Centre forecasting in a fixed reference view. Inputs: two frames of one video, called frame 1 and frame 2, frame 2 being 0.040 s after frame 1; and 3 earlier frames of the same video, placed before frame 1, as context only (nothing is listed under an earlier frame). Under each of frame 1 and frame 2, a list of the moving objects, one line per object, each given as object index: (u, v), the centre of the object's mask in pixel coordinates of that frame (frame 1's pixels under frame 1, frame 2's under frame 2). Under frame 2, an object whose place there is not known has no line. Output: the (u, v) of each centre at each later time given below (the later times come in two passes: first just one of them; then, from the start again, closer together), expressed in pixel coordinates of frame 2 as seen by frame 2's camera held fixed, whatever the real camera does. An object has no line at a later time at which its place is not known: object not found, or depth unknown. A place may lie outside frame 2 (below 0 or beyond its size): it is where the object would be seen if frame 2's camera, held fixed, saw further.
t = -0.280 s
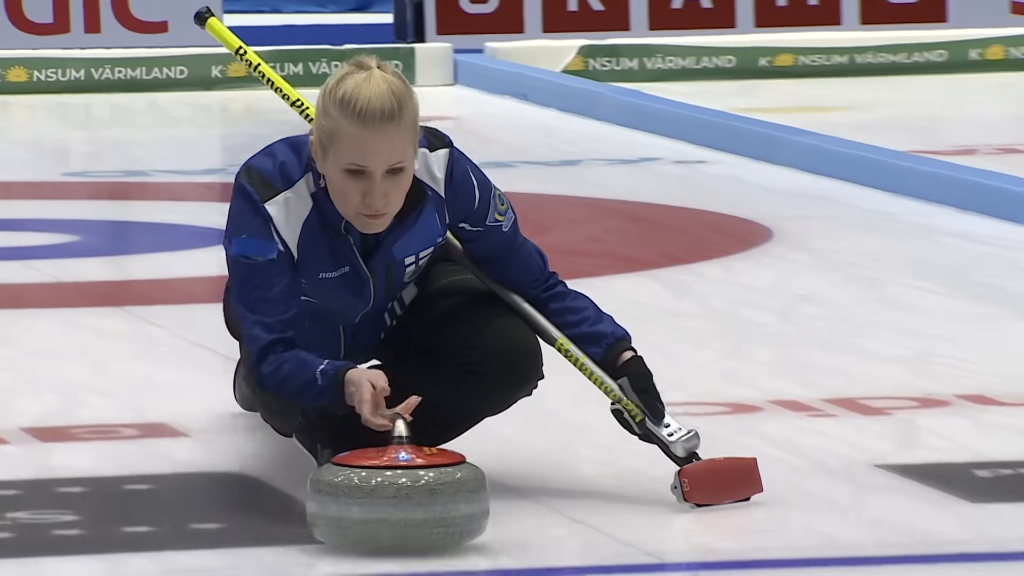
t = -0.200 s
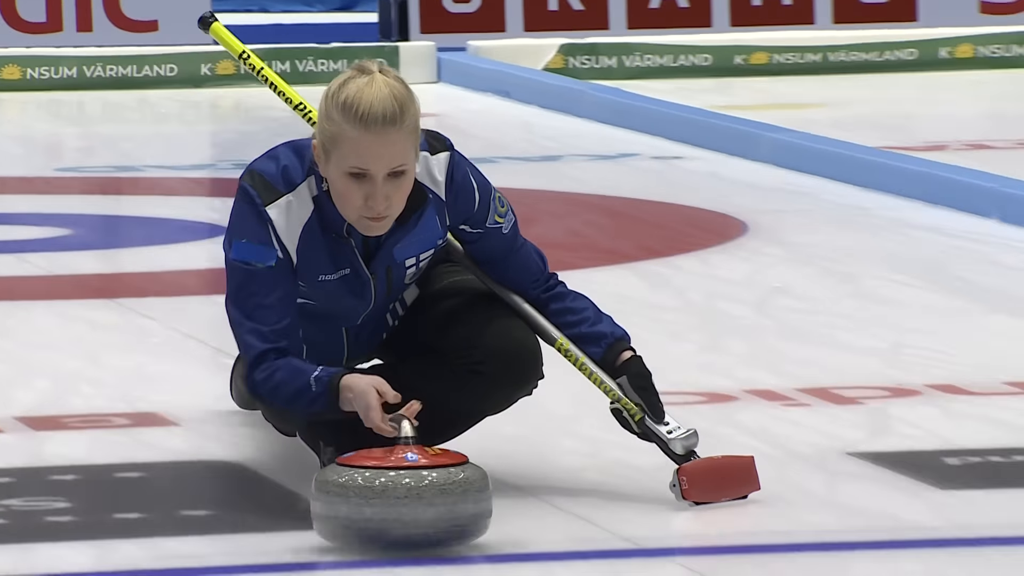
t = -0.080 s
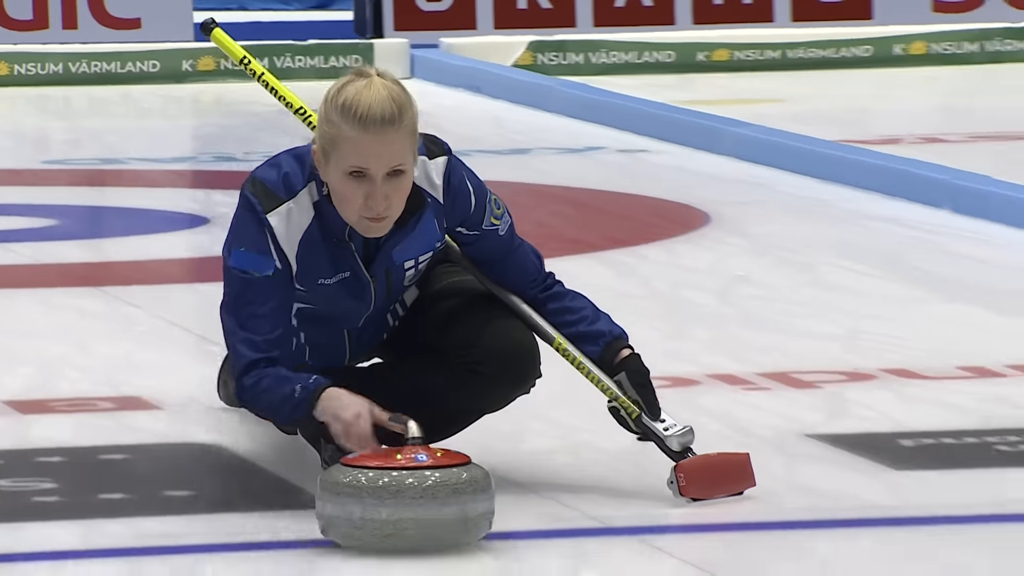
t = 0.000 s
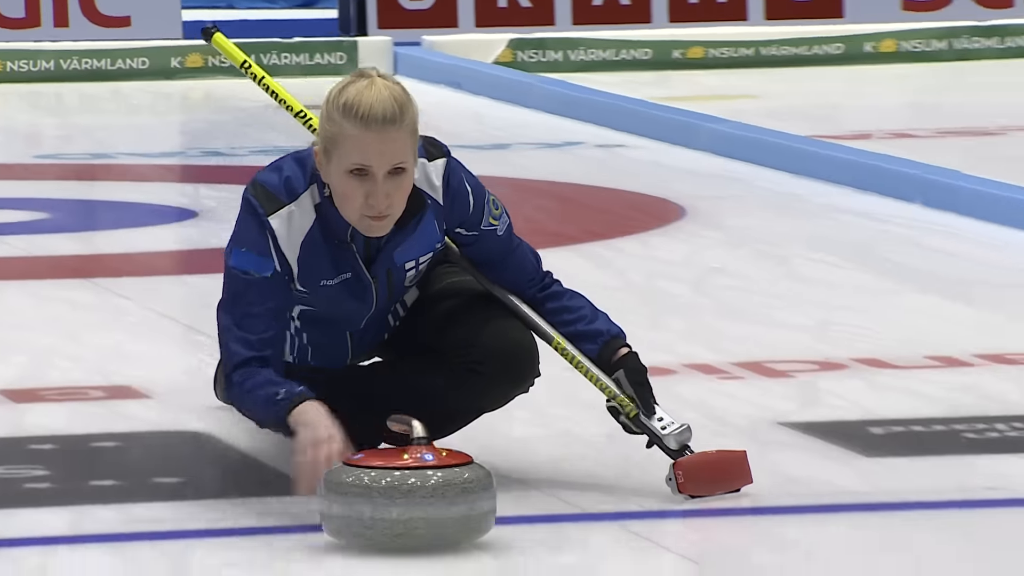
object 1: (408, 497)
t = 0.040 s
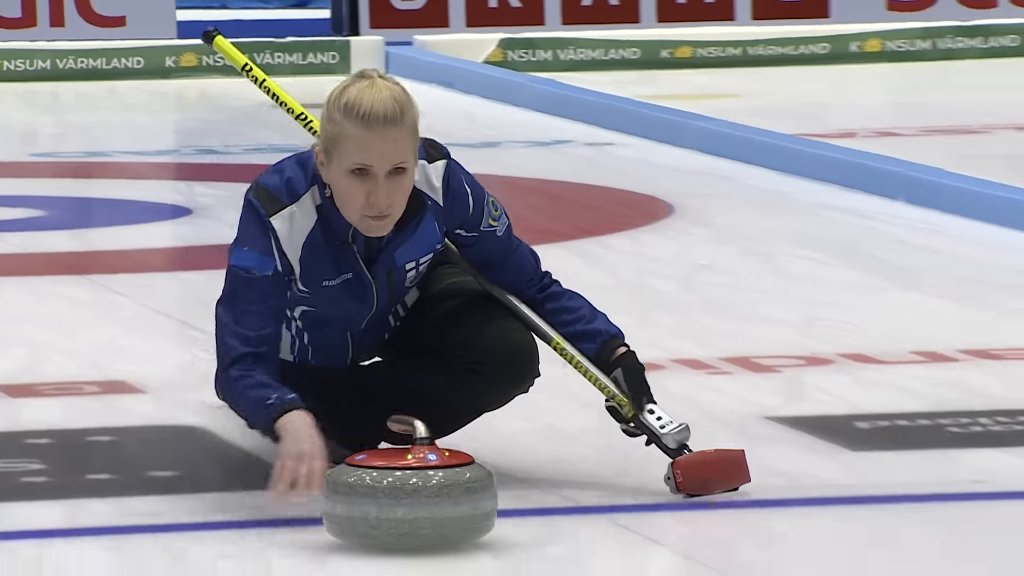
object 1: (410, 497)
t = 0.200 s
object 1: (446, 539)
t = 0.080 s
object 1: (419, 505)
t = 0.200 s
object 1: (446, 539)
